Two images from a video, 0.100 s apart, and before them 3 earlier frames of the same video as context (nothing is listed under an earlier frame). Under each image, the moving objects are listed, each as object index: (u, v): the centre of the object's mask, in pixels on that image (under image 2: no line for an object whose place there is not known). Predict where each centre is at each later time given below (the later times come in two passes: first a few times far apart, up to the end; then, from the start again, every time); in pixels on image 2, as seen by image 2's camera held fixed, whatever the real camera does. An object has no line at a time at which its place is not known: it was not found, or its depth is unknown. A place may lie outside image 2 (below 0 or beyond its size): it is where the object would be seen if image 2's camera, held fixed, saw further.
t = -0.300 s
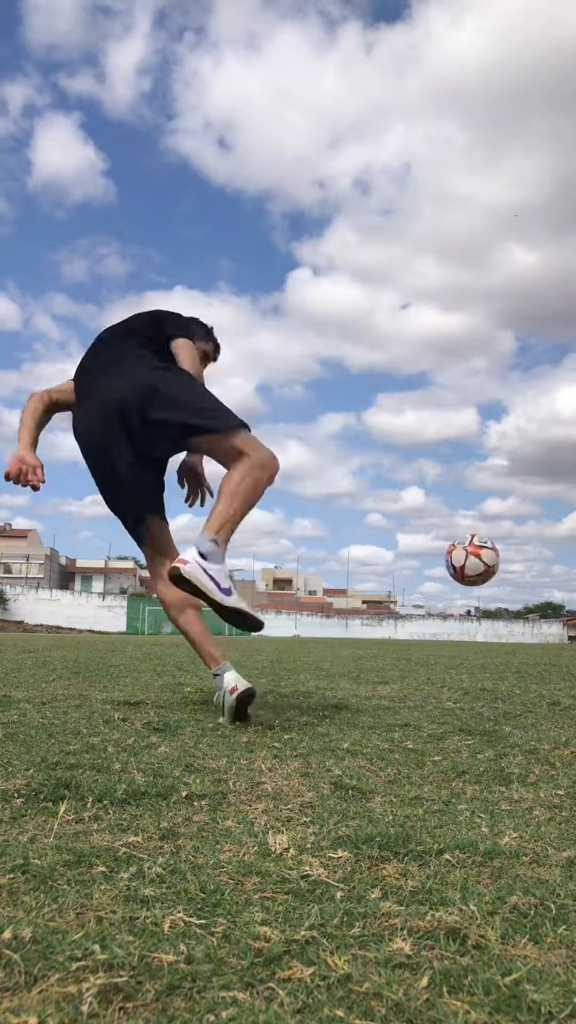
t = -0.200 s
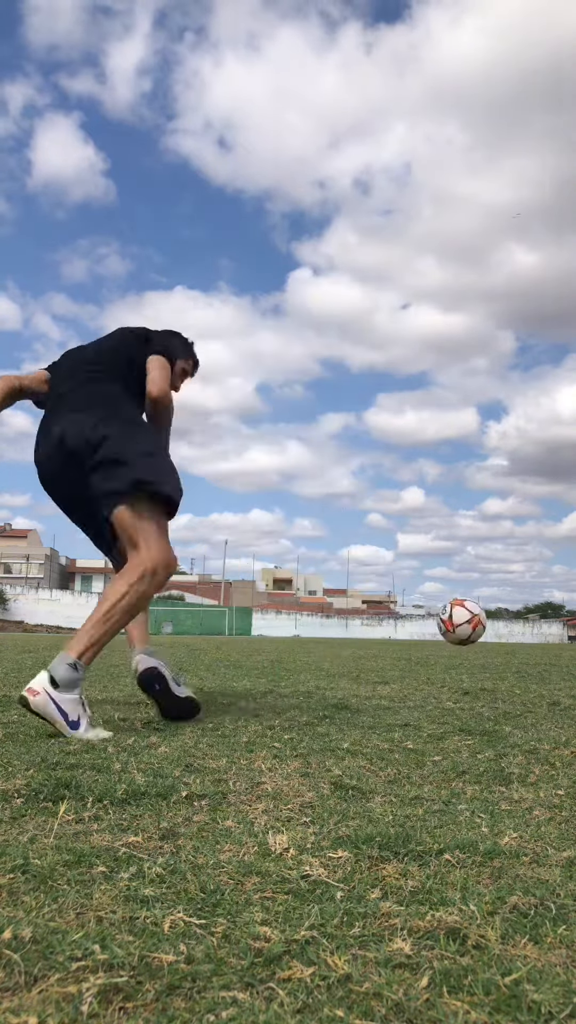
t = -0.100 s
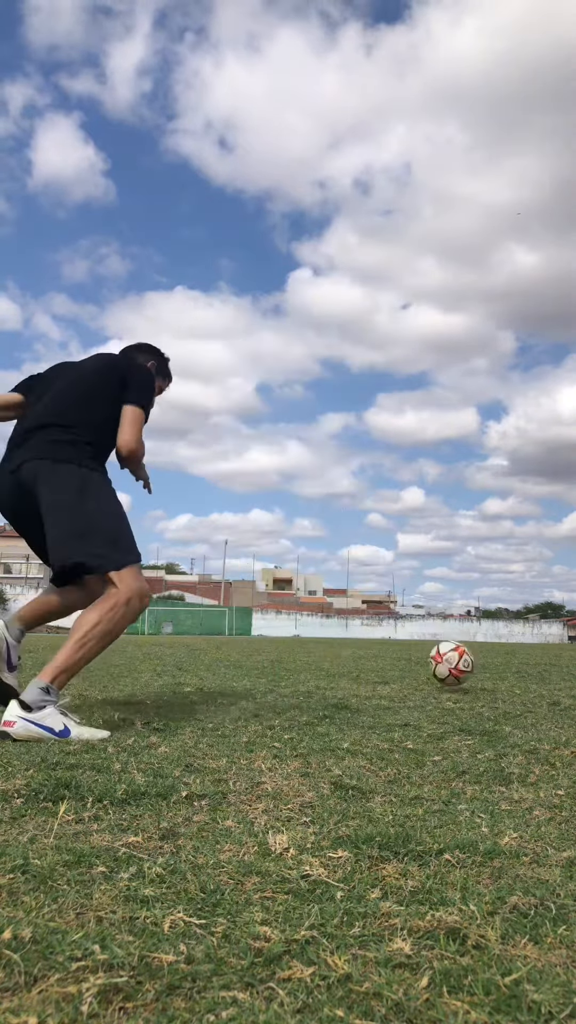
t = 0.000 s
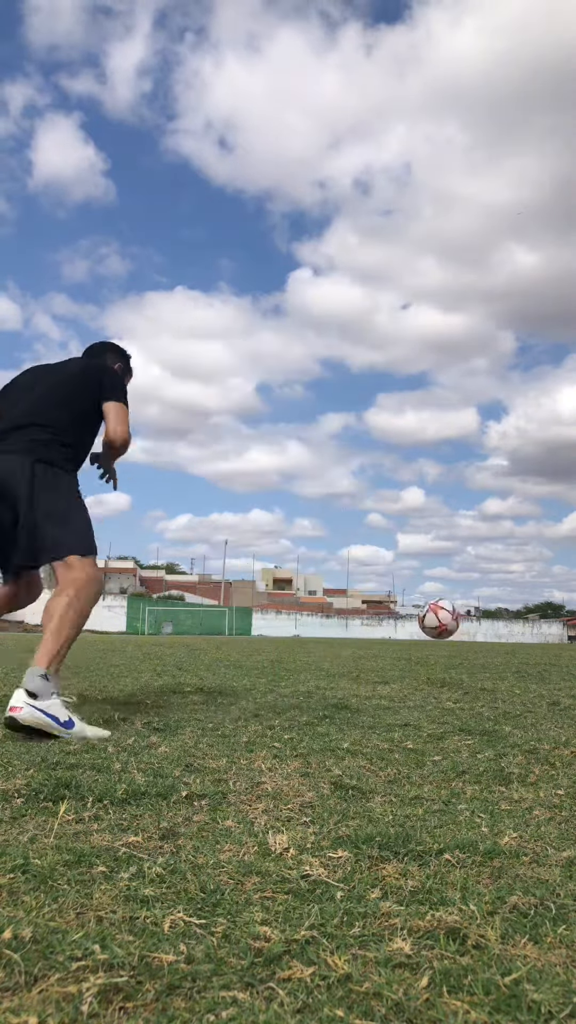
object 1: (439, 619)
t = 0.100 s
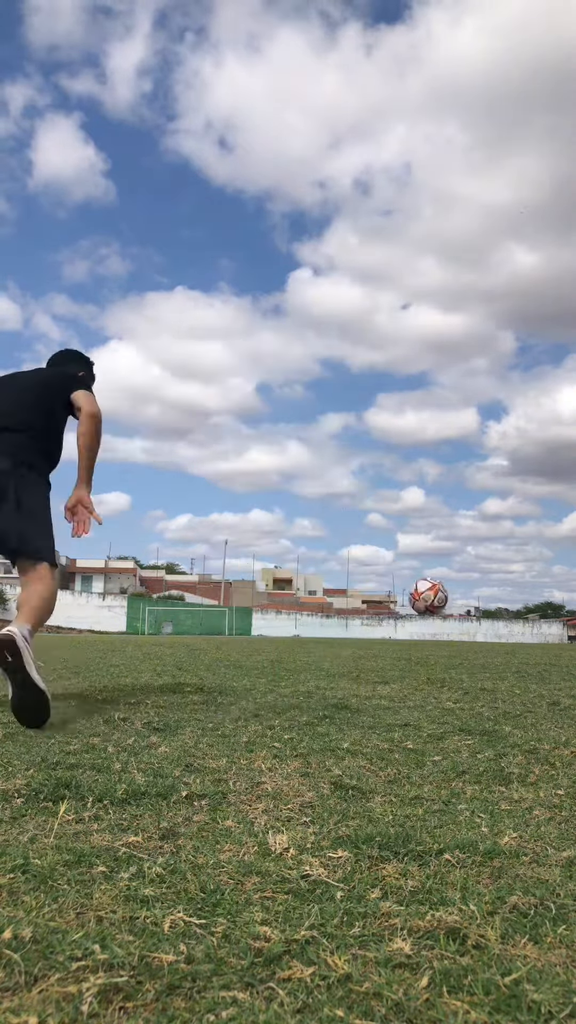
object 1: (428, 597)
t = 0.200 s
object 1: (419, 595)
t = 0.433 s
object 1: (403, 647)
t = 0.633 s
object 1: (391, 637)
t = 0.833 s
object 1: (381, 653)
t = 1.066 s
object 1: (371, 652)
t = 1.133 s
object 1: (369, 651)
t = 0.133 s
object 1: (425, 594)
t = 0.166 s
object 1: (423, 594)
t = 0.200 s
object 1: (419, 595)
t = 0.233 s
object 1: (417, 597)
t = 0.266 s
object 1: (414, 602)
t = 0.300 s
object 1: (411, 608)
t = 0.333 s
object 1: (409, 616)
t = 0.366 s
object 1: (407, 625)
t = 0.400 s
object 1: (405, 635)
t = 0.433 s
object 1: (403, 647)
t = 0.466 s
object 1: (402, 659)
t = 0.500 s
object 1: (400, 655)
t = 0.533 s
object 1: (397, 648)
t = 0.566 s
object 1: (395, 643)
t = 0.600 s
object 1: (393, 639)
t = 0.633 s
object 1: (391, 637)
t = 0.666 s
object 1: (390, 636)
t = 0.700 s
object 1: (388, 636)
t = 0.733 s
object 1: (387, 637)
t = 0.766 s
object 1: (384, 642)
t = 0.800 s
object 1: (383, 647)
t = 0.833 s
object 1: (381, 653)
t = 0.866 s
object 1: (380, 654)
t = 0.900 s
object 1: (378, 651)
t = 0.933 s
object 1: (377, 648)
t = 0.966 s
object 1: (375, 647)
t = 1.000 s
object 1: (374, 647)
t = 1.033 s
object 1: (372, 649)
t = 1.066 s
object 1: (371, 652)
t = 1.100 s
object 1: (370, 653)
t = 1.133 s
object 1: (369, 651)
